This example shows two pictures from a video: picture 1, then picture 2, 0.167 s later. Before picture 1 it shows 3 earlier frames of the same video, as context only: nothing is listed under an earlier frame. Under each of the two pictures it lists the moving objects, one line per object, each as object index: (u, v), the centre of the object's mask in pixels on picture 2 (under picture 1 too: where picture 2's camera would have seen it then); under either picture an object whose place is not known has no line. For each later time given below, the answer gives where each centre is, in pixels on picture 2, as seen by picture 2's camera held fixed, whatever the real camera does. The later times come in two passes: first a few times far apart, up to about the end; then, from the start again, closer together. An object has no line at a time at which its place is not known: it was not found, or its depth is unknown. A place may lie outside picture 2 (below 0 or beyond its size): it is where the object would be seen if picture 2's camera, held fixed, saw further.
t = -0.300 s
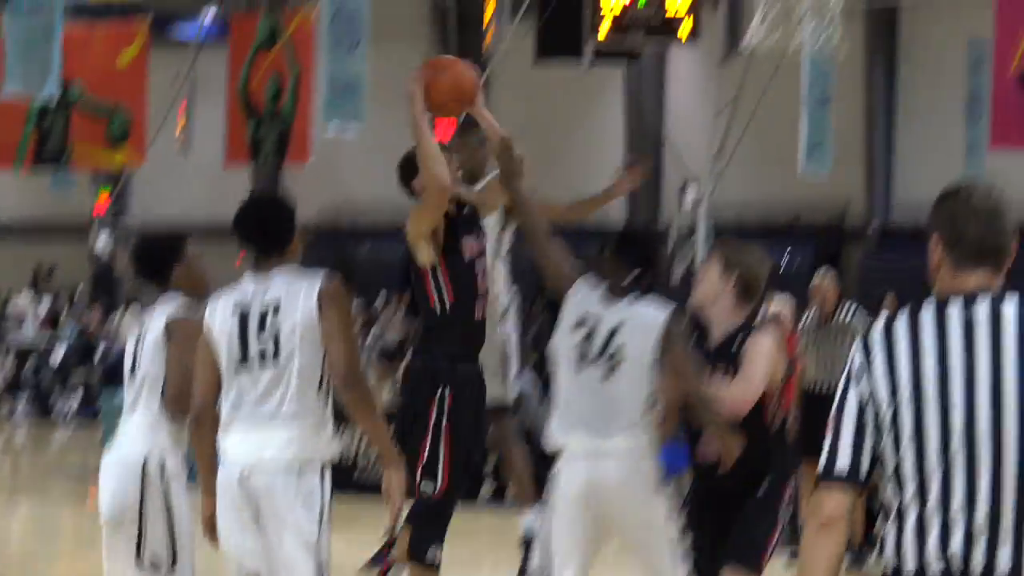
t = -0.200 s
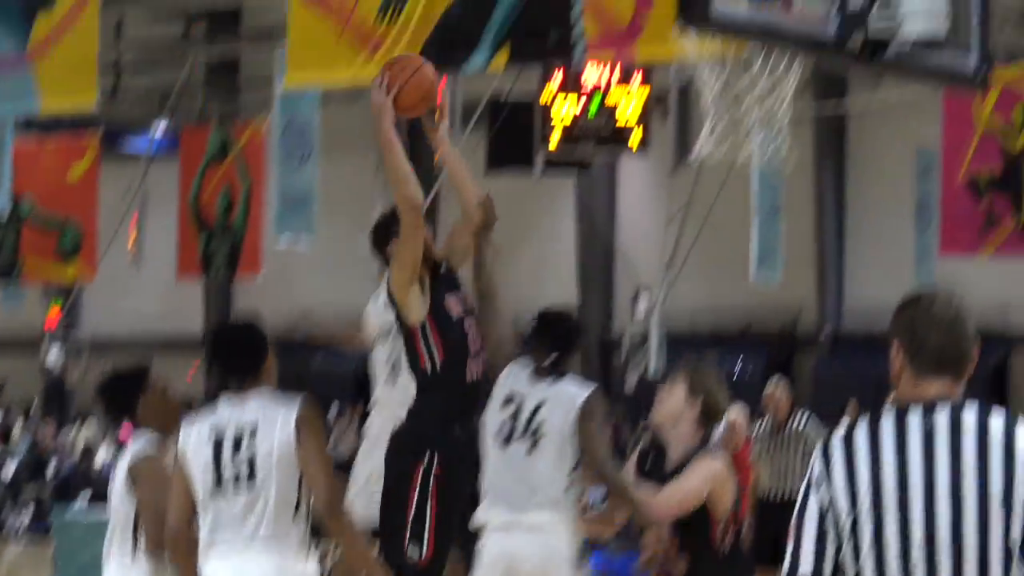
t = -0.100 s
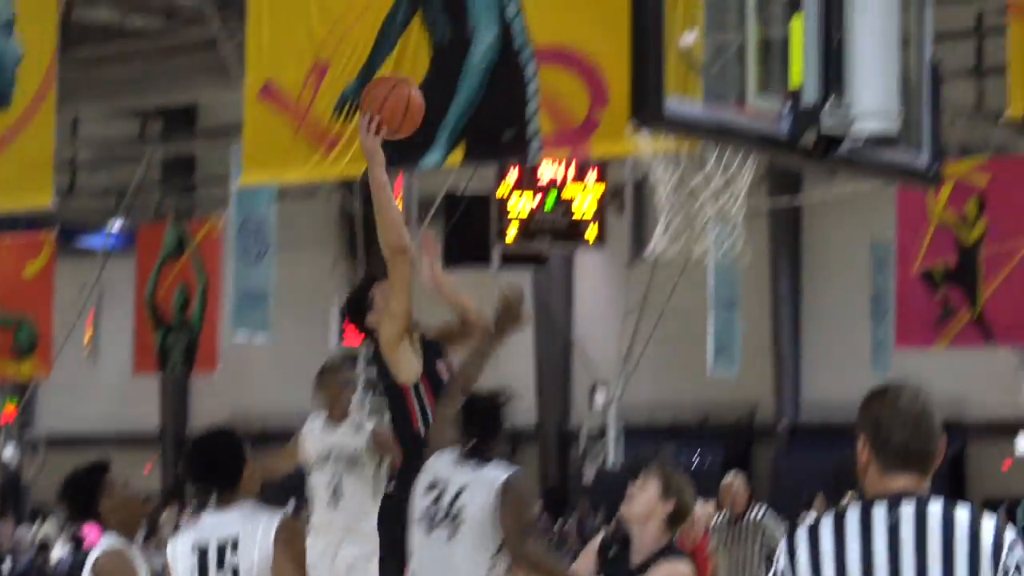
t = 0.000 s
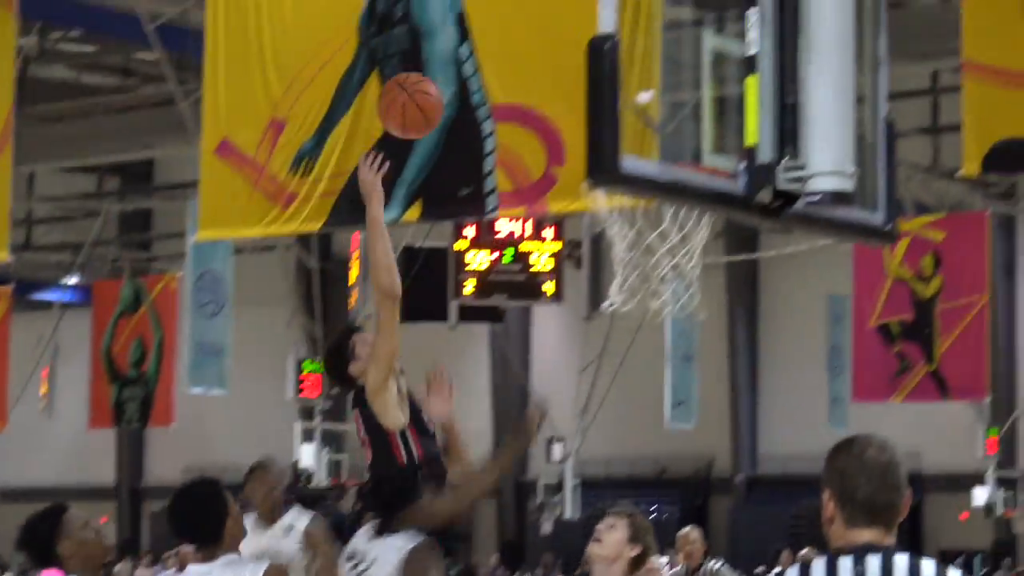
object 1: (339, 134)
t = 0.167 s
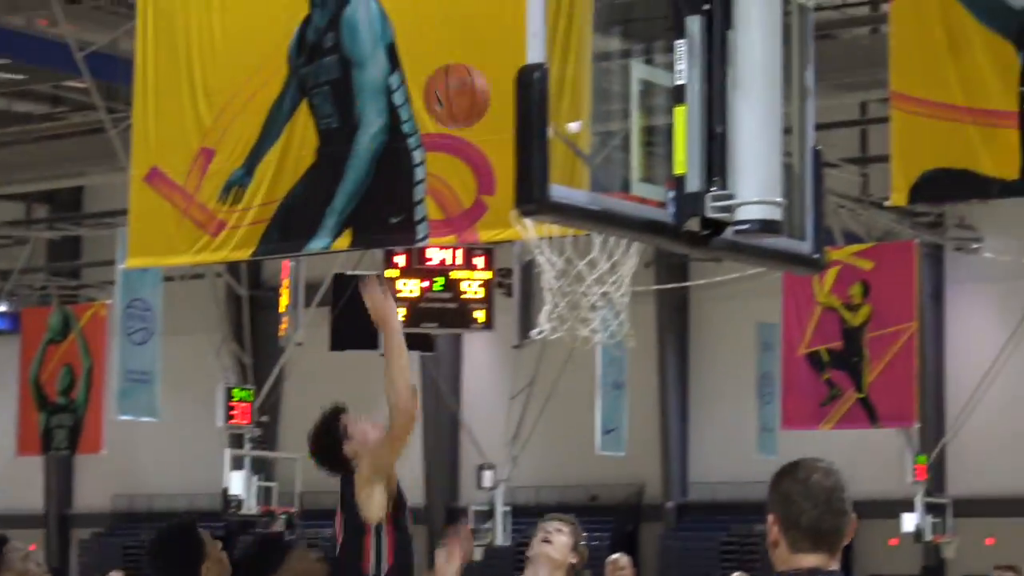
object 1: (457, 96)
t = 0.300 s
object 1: (569, 118)
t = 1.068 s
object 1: (574, 166)
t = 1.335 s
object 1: (606, 346)
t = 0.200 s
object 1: (480, 97)
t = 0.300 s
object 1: (569, 118)
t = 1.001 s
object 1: (570, 154)
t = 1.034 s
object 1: (573, 157)
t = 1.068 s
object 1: (574, 166)
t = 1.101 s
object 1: (578, 171)
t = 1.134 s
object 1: (586, 178)
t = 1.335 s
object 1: (606, 346)
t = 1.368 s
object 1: (612, 371)
